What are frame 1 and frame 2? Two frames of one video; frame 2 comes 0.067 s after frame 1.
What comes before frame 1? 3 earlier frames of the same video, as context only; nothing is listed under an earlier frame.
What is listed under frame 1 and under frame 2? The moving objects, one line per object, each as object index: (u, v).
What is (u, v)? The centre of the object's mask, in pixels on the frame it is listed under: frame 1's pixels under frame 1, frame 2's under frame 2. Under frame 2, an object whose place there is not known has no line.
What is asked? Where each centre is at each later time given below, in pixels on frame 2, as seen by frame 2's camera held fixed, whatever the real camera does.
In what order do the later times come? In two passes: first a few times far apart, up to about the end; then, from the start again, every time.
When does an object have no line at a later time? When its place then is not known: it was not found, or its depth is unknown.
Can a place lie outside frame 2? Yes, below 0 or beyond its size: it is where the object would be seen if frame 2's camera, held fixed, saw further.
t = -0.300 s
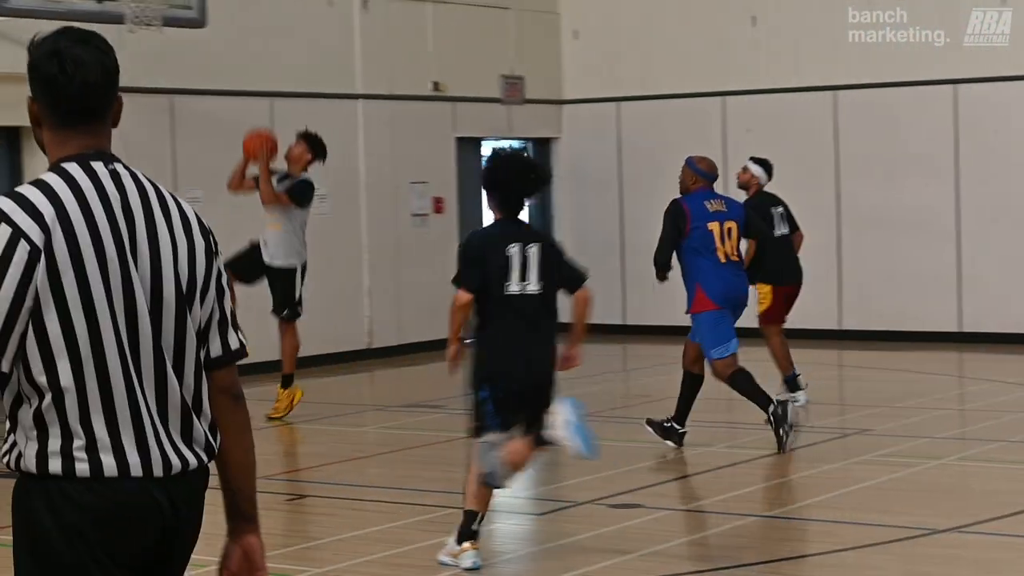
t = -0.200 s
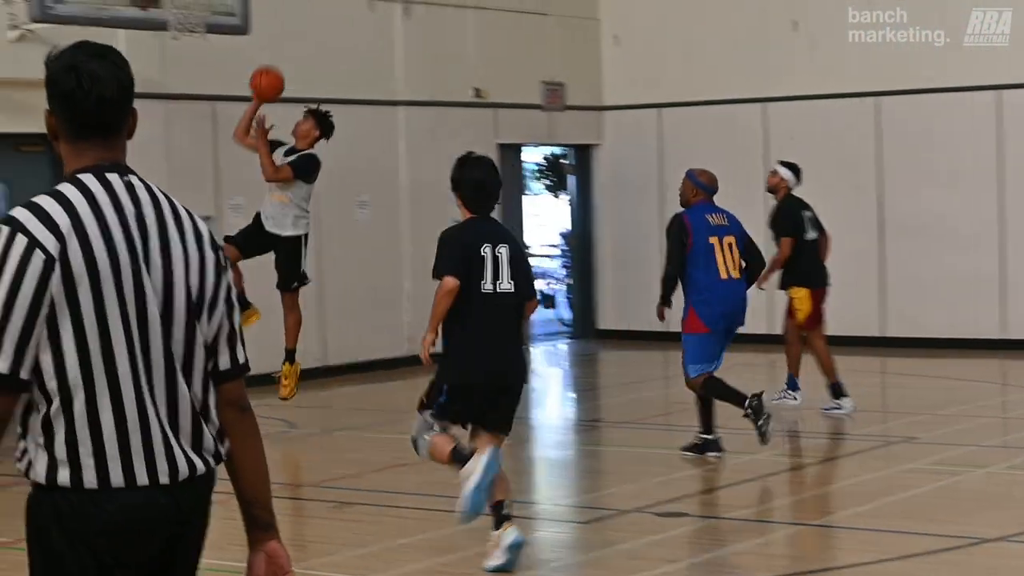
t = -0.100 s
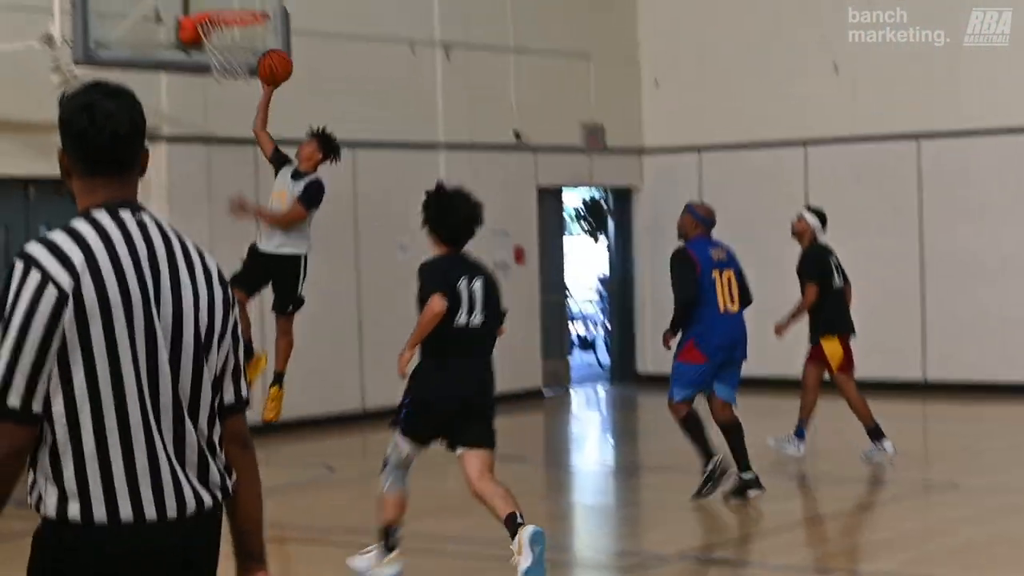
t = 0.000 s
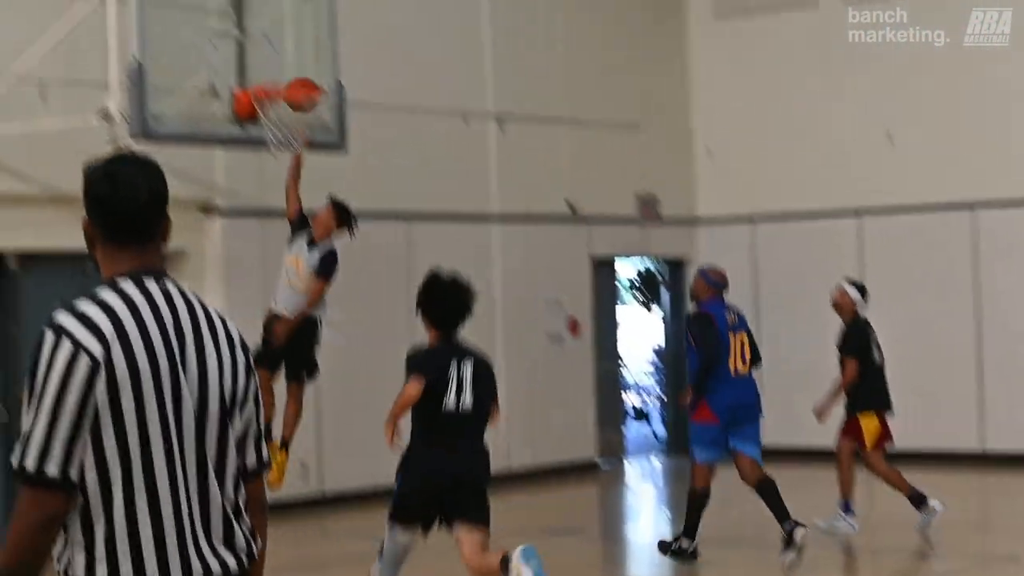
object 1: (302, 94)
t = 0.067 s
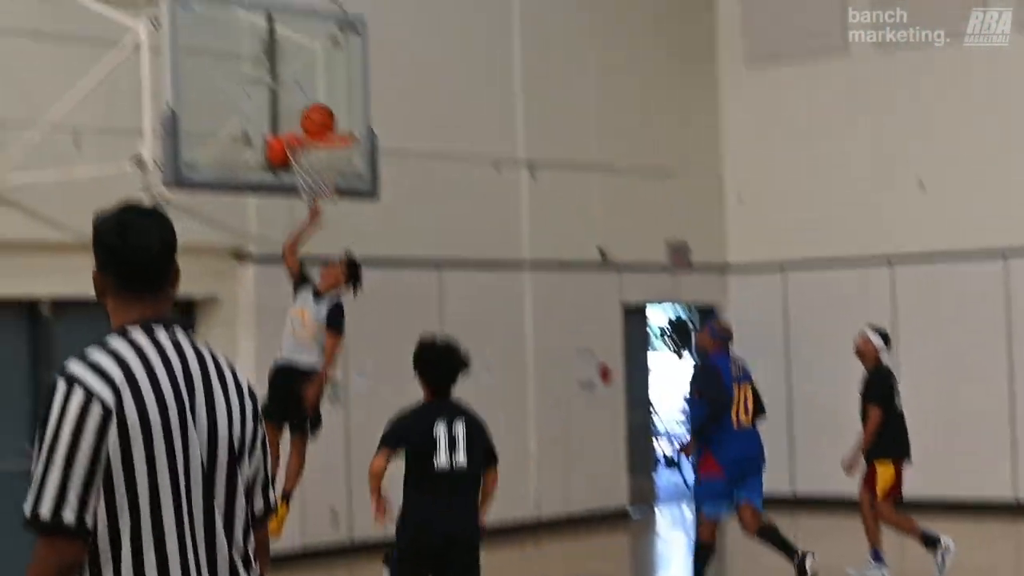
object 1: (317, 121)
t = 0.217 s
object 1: (318, 101)
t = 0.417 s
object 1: (317, 127)
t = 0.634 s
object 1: (322, 200)
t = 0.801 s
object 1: (329, 274)
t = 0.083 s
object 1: (318, 116)
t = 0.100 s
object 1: (318, 113)
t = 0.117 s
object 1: (318, 110)
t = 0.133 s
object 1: (319, 107)
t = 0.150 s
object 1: (319, 105)
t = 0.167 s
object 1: (318, 103)
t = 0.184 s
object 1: (318, 102)
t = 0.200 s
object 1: (318, 101)
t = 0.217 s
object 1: (318, 101)
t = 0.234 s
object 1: (317, 101)
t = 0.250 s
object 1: (318, 101)
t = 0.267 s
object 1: (317, 102)
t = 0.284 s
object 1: (317, 103)
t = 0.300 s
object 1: (317, 104)
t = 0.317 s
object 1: (317, 106)
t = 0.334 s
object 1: (317, 108)
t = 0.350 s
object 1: (317, 112)
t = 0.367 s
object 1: (316, 114)
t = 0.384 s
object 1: (316, 117)
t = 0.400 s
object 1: (316, 121)
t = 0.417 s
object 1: (317, 127)
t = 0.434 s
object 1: (317, 130)
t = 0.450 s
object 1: (317, 136)
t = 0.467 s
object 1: (317, 142)
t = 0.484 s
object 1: (315, 150)
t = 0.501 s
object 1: (315, 155)
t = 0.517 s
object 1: (316, 160)
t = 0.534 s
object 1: (317, 168)
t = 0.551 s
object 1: (318, 173)
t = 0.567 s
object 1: (318, 178)
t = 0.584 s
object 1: (319, 182)
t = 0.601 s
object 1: (322, 195)
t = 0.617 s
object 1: (321, 197)
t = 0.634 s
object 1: (322, 200)
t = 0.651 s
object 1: (322, 203)
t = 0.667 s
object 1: (322, 209)
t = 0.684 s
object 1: (322, 217)
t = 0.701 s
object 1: (323, 224)
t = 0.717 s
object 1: (323, 230)
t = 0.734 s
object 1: (325, 237)
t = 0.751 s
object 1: (326, 246)
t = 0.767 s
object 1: (327, 255)
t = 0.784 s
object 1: (328, 264)
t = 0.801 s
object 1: (329, 274)
